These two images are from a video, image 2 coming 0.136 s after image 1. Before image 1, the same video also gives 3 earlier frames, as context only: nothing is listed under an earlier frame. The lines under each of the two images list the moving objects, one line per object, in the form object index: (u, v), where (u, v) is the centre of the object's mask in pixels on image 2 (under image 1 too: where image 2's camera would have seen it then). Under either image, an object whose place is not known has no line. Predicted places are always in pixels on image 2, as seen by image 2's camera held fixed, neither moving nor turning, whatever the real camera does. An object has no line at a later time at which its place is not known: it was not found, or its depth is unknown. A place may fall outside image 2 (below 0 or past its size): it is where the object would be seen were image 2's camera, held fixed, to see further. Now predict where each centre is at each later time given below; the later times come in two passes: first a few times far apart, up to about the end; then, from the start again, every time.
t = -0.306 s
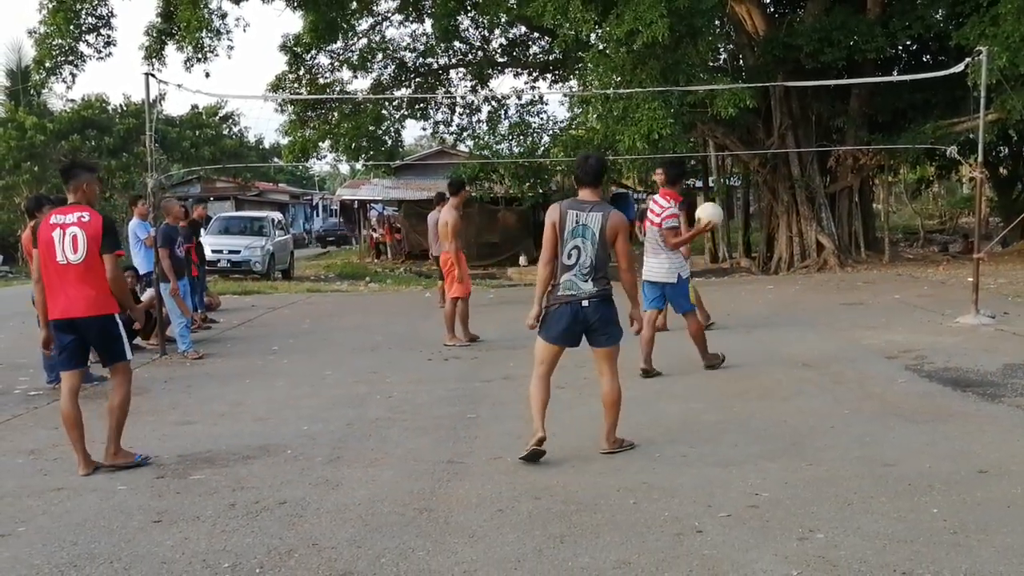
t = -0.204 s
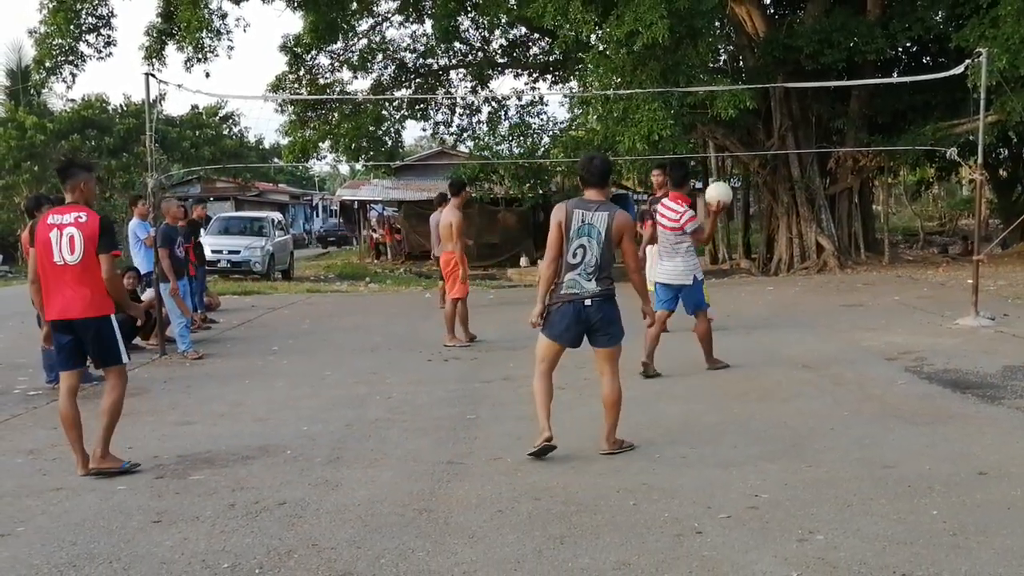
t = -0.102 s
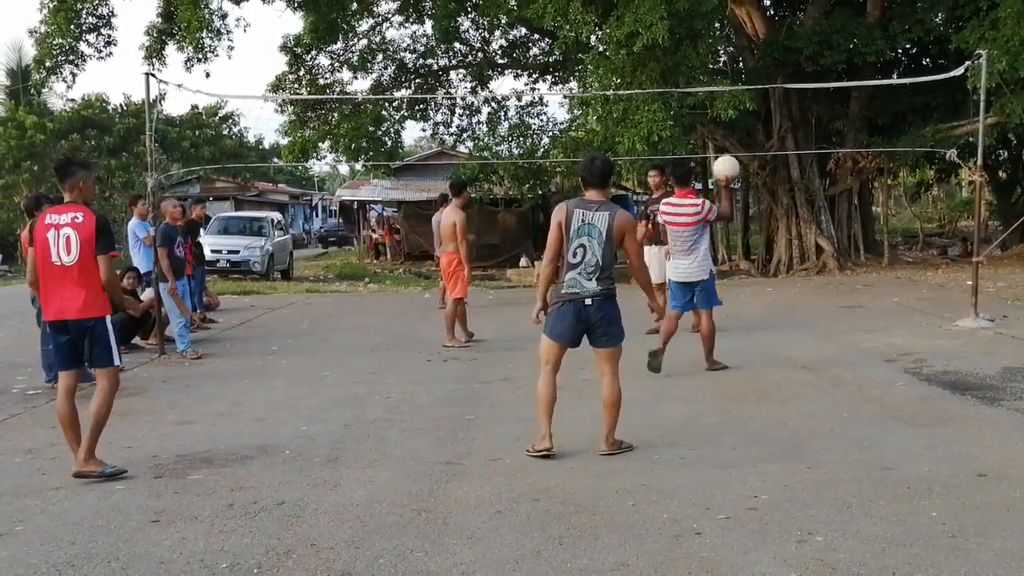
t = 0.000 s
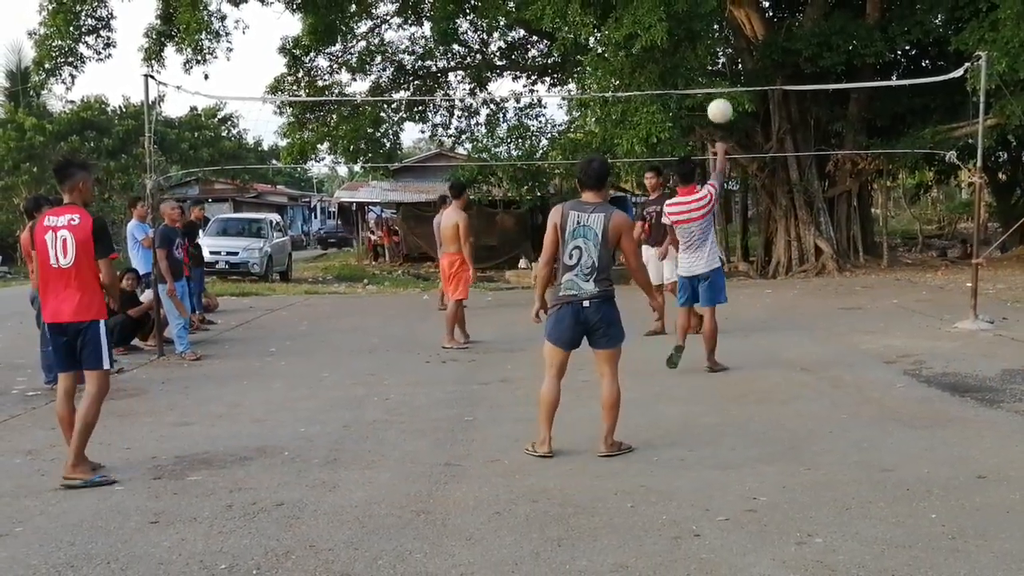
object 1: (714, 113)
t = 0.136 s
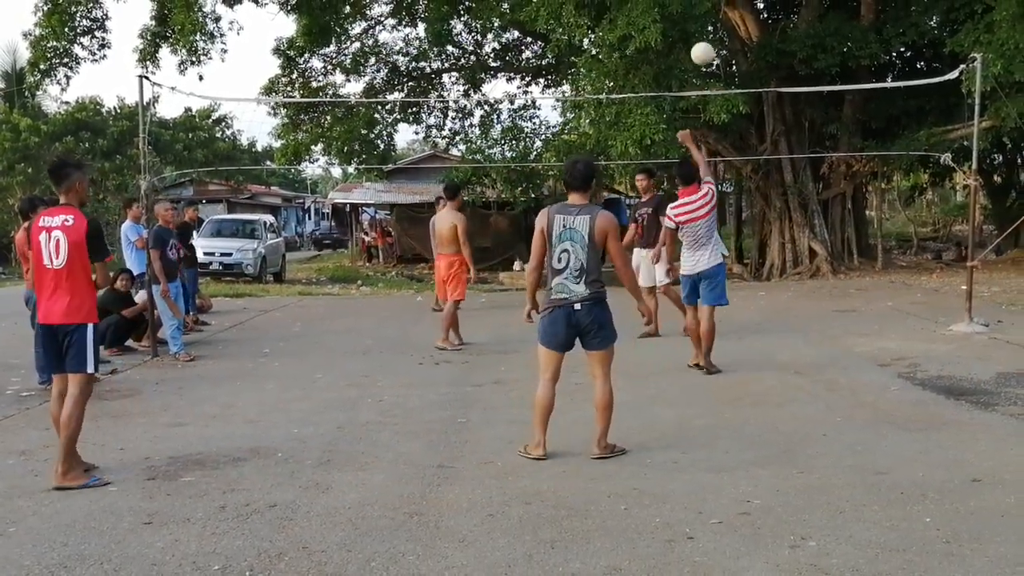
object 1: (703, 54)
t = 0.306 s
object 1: (692, 20)
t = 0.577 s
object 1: (680, 32)
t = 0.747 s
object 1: (673, 66)
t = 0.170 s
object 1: (700, 44)
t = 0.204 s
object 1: (698, 35)
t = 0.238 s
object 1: (696, 29)
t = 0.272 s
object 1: (694, 23)
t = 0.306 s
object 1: (692, 20)
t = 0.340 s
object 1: (691, 17)
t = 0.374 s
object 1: (689, 16)
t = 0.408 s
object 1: (687, 16)
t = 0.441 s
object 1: (685, 18)
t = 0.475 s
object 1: (684, 20)
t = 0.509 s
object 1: (683, 23)
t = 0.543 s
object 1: (681, 27)
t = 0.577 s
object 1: (680, 32)
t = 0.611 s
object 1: (678, 37)
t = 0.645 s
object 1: (677, 43)
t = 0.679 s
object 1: (676, 50)
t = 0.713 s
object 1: (675, 58)
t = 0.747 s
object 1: (673, 66)
